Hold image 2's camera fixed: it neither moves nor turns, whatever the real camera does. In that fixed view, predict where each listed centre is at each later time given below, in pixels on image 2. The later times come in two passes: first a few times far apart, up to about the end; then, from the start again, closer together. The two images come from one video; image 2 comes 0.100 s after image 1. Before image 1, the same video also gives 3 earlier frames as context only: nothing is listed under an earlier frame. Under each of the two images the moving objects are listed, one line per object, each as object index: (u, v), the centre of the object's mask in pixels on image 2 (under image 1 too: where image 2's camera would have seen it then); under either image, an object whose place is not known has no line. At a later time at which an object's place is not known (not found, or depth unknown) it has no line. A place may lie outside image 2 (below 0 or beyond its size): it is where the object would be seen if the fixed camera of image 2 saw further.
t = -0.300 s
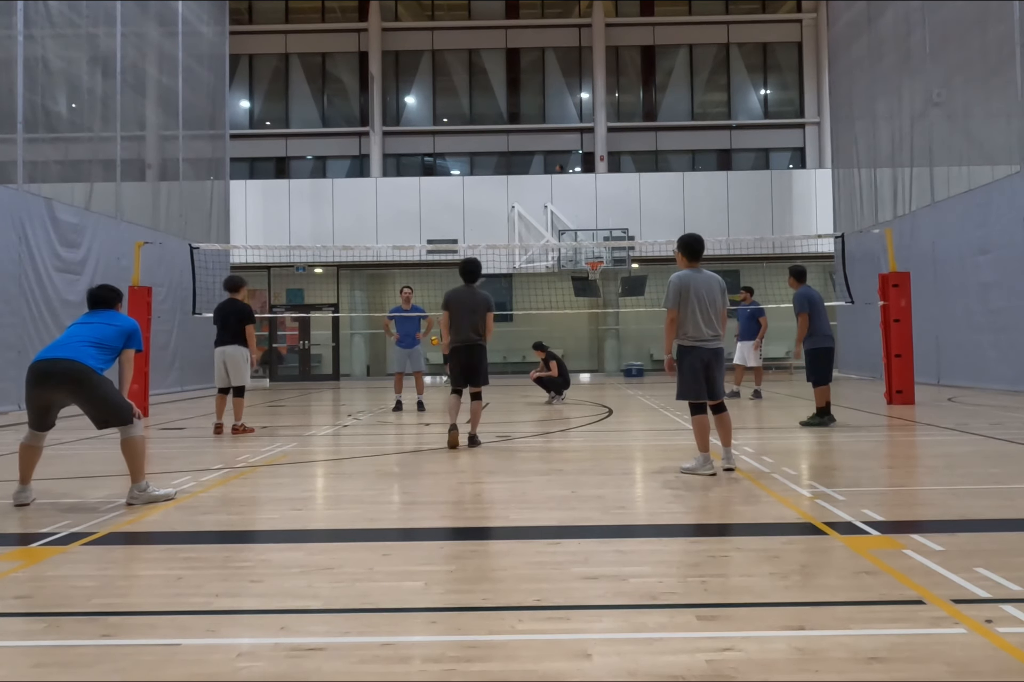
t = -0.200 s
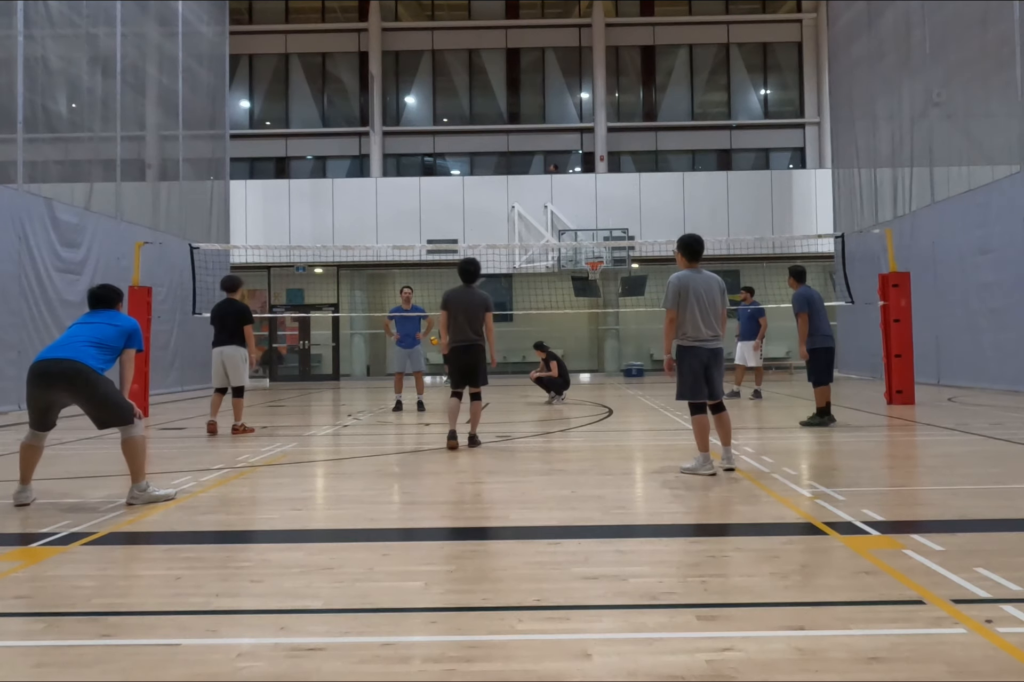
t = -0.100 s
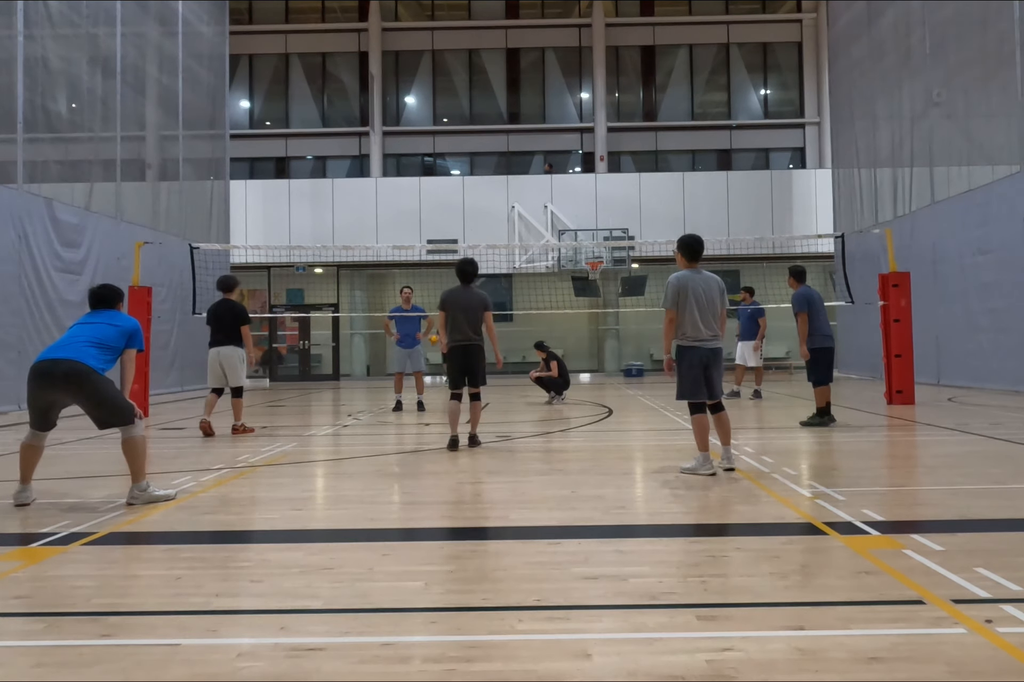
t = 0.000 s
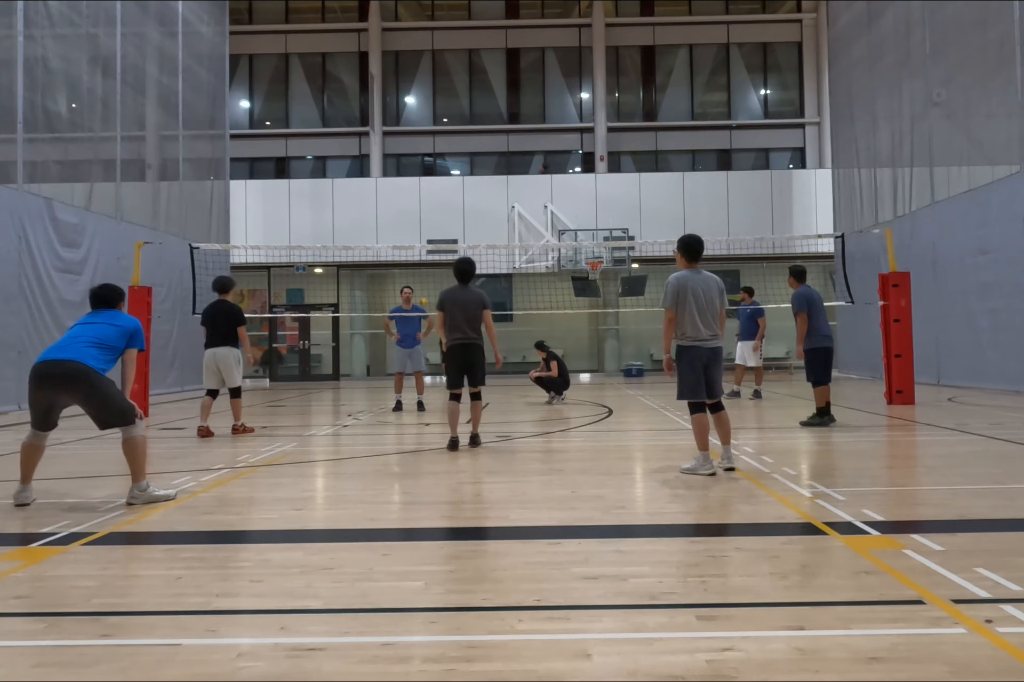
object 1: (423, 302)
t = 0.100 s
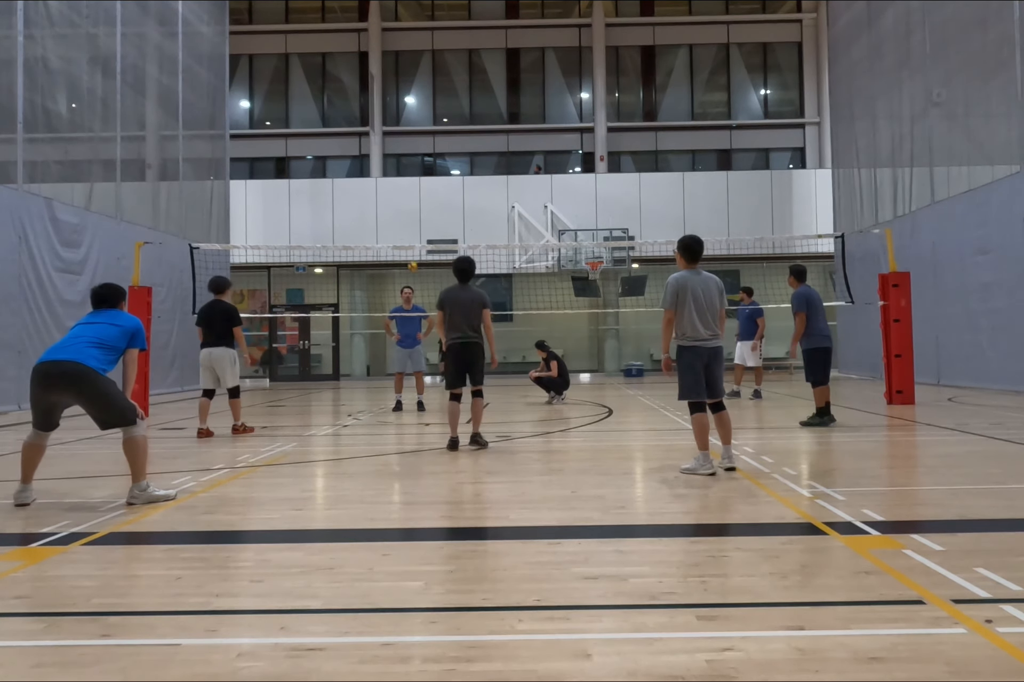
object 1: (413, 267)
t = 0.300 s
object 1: (388, 204)
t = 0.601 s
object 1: (346, 133)
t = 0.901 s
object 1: (292, 97)
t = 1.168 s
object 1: (236, 107)
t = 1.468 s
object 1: (161, 178)
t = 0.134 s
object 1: (409, 255)
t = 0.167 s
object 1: (405, 243)
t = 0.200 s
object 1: (401, 234)
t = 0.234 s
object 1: (397, 224)
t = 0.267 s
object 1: (393, 214)
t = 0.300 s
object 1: (388, 204)
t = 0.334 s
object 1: (384, 194)
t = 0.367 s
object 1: (380, 185)
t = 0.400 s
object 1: (375, 177)
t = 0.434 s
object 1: (370, 168)
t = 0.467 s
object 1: (365, 160)
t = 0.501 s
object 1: (360, 153)
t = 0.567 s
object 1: (351, 138)
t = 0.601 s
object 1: (346, 133)
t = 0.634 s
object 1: (340, 127)
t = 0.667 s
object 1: (334, 121)
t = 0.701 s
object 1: (329, 117)
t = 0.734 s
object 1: (323, 112)
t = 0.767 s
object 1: (317, 108)
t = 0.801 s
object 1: (311, 104)
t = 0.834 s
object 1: (305, 101)
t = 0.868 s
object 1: (298, 99)
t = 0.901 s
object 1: (292, 97)
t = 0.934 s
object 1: (285, 96)
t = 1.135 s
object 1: (244, 103)
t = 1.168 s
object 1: (236, 107)
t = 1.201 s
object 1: (228, 110)
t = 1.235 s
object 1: (220, 116)
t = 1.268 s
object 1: (212, 122)
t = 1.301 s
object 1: (204, 129)
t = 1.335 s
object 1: (196, 137)
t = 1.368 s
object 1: (187, 146)
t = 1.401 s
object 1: (179, 156)
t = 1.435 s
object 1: (170, 167)
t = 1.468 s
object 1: (161, 178)
